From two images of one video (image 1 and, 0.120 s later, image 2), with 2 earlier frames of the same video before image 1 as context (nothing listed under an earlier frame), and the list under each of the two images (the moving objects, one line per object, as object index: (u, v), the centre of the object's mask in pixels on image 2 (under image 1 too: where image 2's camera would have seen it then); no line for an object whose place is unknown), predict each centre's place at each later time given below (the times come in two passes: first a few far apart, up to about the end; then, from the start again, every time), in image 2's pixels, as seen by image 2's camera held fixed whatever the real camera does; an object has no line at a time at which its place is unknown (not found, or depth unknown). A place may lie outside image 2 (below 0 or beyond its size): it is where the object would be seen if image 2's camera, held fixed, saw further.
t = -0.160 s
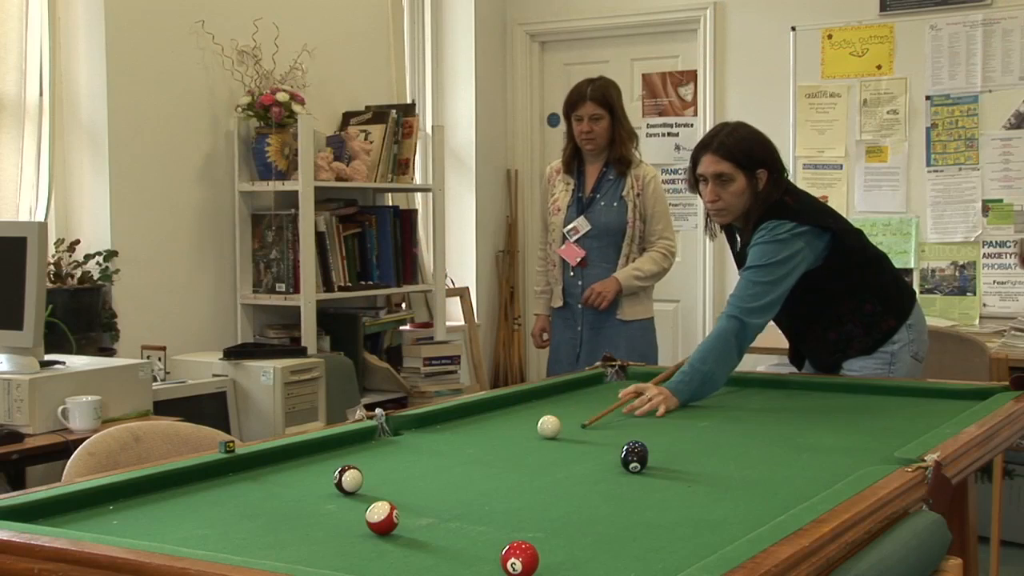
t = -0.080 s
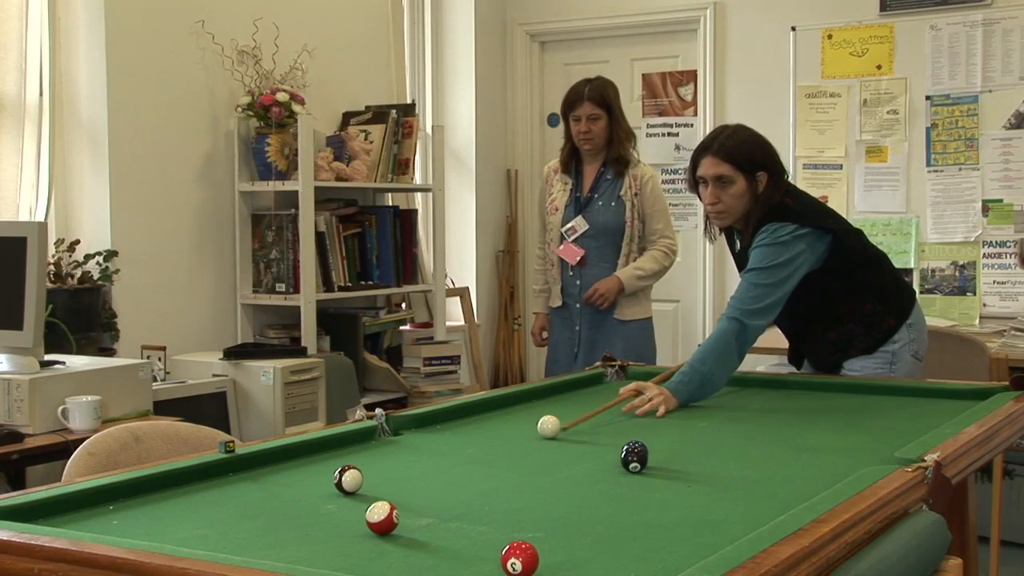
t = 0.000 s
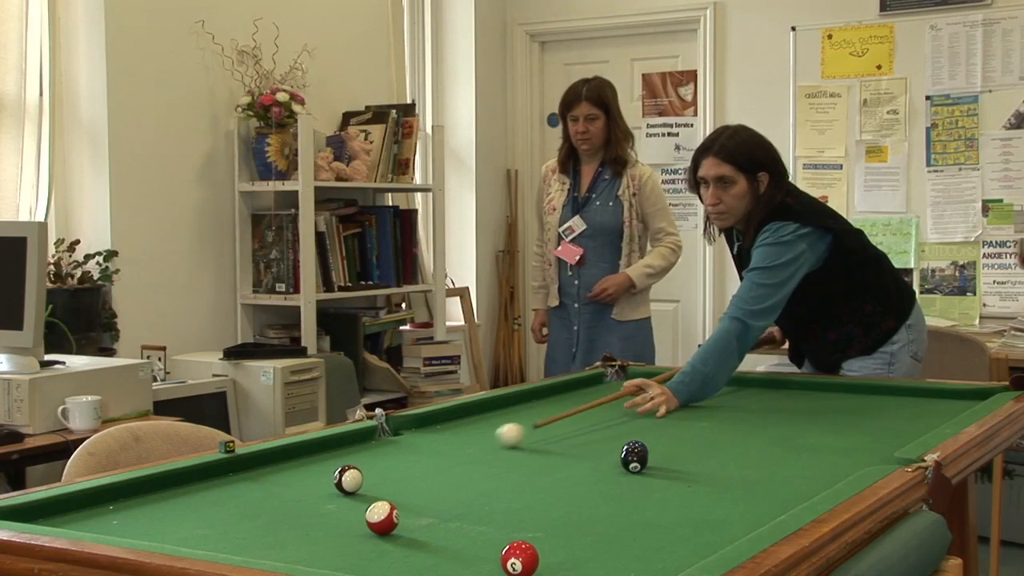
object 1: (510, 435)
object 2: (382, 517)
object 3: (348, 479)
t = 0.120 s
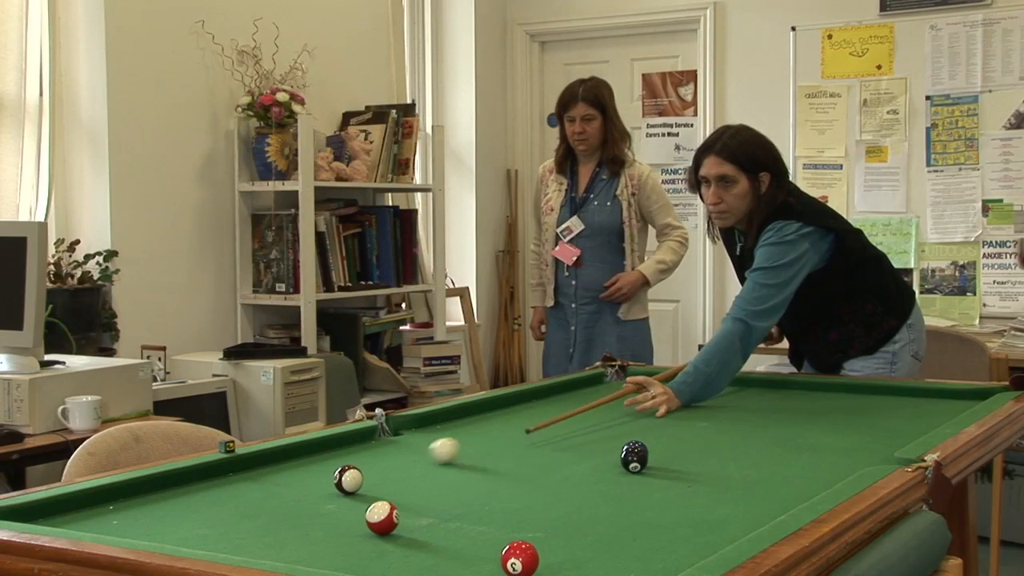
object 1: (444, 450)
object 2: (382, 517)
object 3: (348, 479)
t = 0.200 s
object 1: (402, 460)
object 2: (382, 517)
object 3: (348, 479)
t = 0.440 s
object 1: (273, 480)
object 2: (382, 517)
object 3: (354, 486)
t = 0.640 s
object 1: (152, 492)
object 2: (382, 517)
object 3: (364, 496)
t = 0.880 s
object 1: (42, 511)
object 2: (383, 519)
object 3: (377, 500)
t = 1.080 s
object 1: (34, 513)
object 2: (389, 527)
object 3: (385, 506)
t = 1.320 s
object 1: (73, 506)
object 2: (397, 535)
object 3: (391, 510)
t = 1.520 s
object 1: (103, 499)
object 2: (404, 541)
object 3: (395, 512)
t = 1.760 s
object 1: (136, 491)
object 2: (414, 547)
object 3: (397, 514)
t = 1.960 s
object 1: (160, 485)
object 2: (421, 551)
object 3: (397, 514)
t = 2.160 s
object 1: (183, 480)
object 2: (427, 554)
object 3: (396, 514)
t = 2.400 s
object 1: (208, 475)
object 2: (434, 556)
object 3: (397, 514)
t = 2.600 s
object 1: (226, 471)
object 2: (438, 557)
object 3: (397, 514)
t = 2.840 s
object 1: (245, 466)
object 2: (439, 558)
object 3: (397, 514)
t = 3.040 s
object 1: (259, 463)
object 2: (439, 558)
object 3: (396, 514)
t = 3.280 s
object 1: (275, 460)
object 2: (439, 558)
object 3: (396, 514)
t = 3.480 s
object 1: (286, 458)
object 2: (439, 558)
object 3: (396, 514)
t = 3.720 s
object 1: (299, 457)
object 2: (439, 558)
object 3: (397, 514)
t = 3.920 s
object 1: (307, 455)
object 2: (439, 558)
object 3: (397, 514)
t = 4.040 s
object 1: (311, 455)
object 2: (439, 558)
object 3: (397, 514)
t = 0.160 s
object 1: (423, 455)
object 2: (382, 517)
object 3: (348, 479)
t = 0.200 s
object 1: (402, 460)
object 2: (382, 517)
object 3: (348, 479)
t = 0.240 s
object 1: (383, 464)
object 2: (382, 517)
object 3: (348, 479)
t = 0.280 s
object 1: (367, 466)
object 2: (382, 517)
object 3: (348, 479)
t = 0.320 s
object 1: (338, 466)
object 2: (382, 517)
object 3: (348, 479)
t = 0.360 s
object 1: (319, 475)
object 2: (382, 517)
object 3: (350, 482)
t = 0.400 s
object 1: (297, 477)
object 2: (382, 517)
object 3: (353, 485)
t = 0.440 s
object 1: (273, 480)
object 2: (382, 517)
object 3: (354, 486)
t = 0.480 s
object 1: (249, 482)
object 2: (382, 517)
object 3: (357, 489)
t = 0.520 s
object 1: (226, 485)
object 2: (382, 517)
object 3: (359, 491)
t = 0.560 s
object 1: (200, 487)
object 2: (382, 517)
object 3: (361, 494)
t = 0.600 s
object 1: (177, 489)
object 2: (382, 517)
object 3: (363, 494)
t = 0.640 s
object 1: (152, 492)
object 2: (382, 517)
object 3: (364, 496)
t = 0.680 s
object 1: (126, 495)
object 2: (382, 517)
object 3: (366, 498)
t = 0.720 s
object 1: (101, 498)
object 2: (382, 517)
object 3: (368, 499)
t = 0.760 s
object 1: (75, 501)
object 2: (382, 517)
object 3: (369, 500)
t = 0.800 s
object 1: (62, 504)
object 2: (382, 517)
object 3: (371, 501)
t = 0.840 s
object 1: (52, 508)
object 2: (382, 517)
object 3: (372, 499)
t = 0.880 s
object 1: (42, 511)
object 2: (383, 519)
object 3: (377, 500)
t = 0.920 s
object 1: (32, 513)
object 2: (384, 521)
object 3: (379, 501)
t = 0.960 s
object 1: (21, 514)
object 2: (385, 523)
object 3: (381, 502)
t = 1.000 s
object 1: (20, 515)
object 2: (386, 524)
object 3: (382, 504)
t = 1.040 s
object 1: (27, 514)
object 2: (388, 526)
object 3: (384, 505)
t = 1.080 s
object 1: (34, 513)
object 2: (389, 527)
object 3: (385, 506)
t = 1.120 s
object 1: (40, 512)
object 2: (390, 528)
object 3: (386, 506)
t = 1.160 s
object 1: (47, 512)
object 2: (392, 530)
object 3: (387, 507)
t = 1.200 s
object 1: (54, 511)
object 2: (393, 532)
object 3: (388, 508)
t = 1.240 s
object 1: (61, 509)
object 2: (394, 533)
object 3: (389, 509)
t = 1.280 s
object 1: (67, 508)
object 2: (396, 535)
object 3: (390, 509)
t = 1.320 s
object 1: (73, 506)
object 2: (397, 535)
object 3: (391, 510)
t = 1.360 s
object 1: (79, 505)
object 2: (399, 537)
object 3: (392, 510)
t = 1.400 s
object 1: (86, 503)
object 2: (400, 538)
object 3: (393, 511)
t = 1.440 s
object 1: (92, 502)
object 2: (402, 539)
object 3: (394, 511)
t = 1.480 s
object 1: (98, 500)
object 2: (403, 540)
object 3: (394, 512)
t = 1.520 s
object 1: (103, 499)
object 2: (404, 541)
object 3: (395, 512)
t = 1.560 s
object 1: (109, 498)
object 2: (406, 542)
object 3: (396, 513)
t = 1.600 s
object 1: (115, 496)
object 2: (408, 543)
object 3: (396, 513)
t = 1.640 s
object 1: (120, 495)
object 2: (409, 544)
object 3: (396, 514)
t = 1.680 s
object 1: (125, 493)
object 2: (411, 545)
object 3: (397, 514)
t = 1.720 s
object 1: (131, 492)
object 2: (412, 546)
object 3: (397, 514)
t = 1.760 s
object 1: (136, 491)
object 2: (414, 547)
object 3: (397, 514)
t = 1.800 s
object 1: (141, 490)
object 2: (415, 548)
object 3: (397, 514)
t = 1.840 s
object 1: (146, 488)
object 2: (417, 549)
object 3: (397, 514)
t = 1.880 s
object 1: (150, 487)
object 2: (419, 550)
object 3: (397, 514)
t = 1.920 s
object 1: (155, 486)
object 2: (420, 551)
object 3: (396, 514)
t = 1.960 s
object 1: (160, 485)
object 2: (421, 551)
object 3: (397, 514)
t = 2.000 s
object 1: (165, 484)
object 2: (423, 552)
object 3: (396, 514)
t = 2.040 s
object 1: (169, 483)
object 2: (424, 553)
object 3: (397, 514)
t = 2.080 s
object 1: (174, 482)
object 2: (425, 553)
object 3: (396, 514)
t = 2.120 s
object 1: (178, 481)
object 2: (426, 554)
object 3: (396, 514)
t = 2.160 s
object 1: (183, 480)
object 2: (427, 554)
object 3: (396, 514)
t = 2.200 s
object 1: (187, 479)
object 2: (428, 555)
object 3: (397, 514)
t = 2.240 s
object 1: (191, 478)
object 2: (429, 555)
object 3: (397, 514)
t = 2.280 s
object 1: (196, 477)
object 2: (431, 555)
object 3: (397, 514)
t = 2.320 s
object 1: (200, 476)
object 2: (432, 556)
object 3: (396, 514)
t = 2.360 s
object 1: (203, 475)
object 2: (433, 556)
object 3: (397, 514)
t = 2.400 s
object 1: (208, 475)
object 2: (434, 556)
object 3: (397, 514)
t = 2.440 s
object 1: (211, 474)
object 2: (434, 557)
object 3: (396, 514)
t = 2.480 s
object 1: (215, 473)
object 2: (435, 557)
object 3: (396, 514)
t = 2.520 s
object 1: (219, 472)
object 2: (436, 557)
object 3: (396, 514)
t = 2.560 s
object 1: (222, 471)
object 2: (437, 557)
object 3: (397, 514)
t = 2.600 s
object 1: (226, 471)
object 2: (438, 557)
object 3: (397, 514)
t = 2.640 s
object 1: (229, 470)
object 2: (438, 557)
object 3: (397, 514)
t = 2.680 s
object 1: (233, 469)
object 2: (438, 558)
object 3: (397, 514)
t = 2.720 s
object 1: (235, 468)
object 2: (439, 558)
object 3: (397, 514)
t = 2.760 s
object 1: (239, 468)
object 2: (439, 558)
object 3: (397, 514)
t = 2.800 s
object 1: (242, 467)
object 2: (439, 558)
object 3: (396, 514)
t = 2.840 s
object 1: (245, 466)
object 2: (439, 558)
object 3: (397, 514)
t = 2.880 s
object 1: (248, 465)
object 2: (439, 558)
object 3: (396, 514)
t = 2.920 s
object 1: (251, 465)
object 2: (439, 558)
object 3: (397, 514)
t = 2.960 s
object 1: (254, 464)
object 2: (439, 558)
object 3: (396, 514)
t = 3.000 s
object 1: (256, 464)
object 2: (439, 558)
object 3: (396, 514)
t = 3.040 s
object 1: (259, 463)
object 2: (439, 558)
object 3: (396, 514)
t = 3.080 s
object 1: (262, 463)
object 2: (439, 558)
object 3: (396, 514)
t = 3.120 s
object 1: (264, 462)
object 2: (439, 558)
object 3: (397, 514)
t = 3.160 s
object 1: (267, 462)
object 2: (439, 558)
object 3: (396, 514)
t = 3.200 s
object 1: (270, 461)
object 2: (439, 558)
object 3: (396, 514)
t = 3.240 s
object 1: (272, 461)
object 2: (439, 558)
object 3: (396, 514)
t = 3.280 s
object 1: (275, 460)
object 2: (439, 558)
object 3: (396, 514)
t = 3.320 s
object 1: (277, 460)
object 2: (439, 558)
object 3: (396, 514)
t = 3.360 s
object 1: (279, 460)
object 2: (439, 558)
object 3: (397, 514)
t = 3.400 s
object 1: (282, 459)
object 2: (439, 558)
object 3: (397, 514)
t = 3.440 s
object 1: (284, 459)
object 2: (439, 558)
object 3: (397, 514)
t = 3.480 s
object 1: (286, 458)
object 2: (439, 558)
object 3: (396, 514)
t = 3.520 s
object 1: (289, 458)
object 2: (439, 558)
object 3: (397, 514)
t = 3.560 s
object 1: (291, 458)
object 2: (439, 558)
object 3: (397, 514)
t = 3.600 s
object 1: (293, 457)
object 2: (439, 558)
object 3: (397, 514)
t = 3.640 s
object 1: (295, 457)
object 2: (439, 558)
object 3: (396, 514)
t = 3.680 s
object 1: (297, 457)
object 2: (439, 558)
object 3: (396, 514)
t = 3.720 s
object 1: (299, 457)
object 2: (439, 558)
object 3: (397, 514)
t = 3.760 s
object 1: (300, 456)
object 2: (439, 558)
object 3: (397, 514)
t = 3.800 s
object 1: (302, 456)
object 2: (439, 558)
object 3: (396, 514)
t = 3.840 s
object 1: (304, 456)
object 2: (439, 558)
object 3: (397, 514)
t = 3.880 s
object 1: (306, 456)
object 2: (439, 558)
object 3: (397, 514)
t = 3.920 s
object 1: (307, 455)
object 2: (439, 558)
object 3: (397, 514)
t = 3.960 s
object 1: (308, 455)
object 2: (439, 558)
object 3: (396, 514)
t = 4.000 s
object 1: (310, 455)
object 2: (439, 558)
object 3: (397, 514)
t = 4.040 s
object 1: (311, 455)
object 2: (439, 558)
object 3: (397, 514)
